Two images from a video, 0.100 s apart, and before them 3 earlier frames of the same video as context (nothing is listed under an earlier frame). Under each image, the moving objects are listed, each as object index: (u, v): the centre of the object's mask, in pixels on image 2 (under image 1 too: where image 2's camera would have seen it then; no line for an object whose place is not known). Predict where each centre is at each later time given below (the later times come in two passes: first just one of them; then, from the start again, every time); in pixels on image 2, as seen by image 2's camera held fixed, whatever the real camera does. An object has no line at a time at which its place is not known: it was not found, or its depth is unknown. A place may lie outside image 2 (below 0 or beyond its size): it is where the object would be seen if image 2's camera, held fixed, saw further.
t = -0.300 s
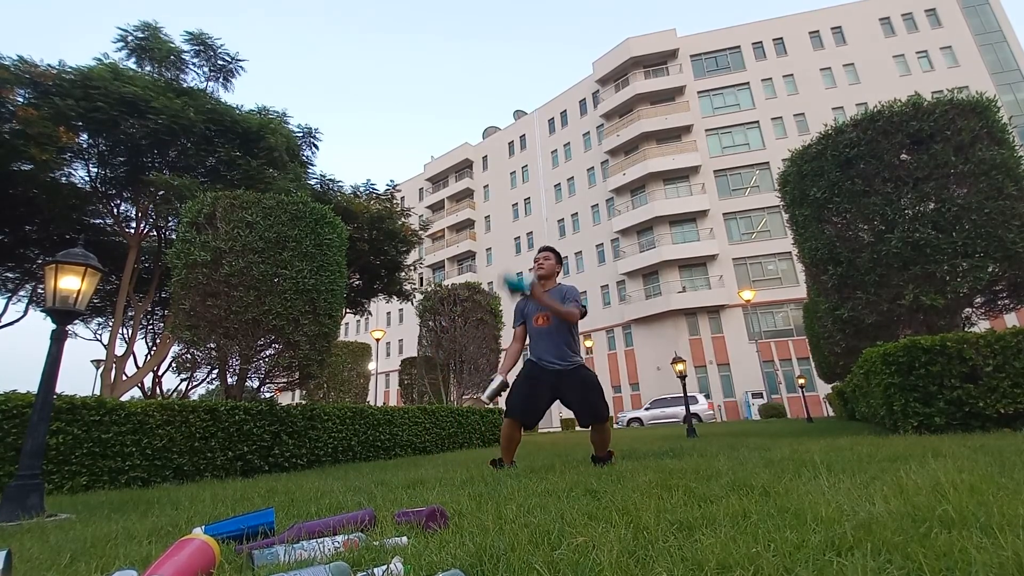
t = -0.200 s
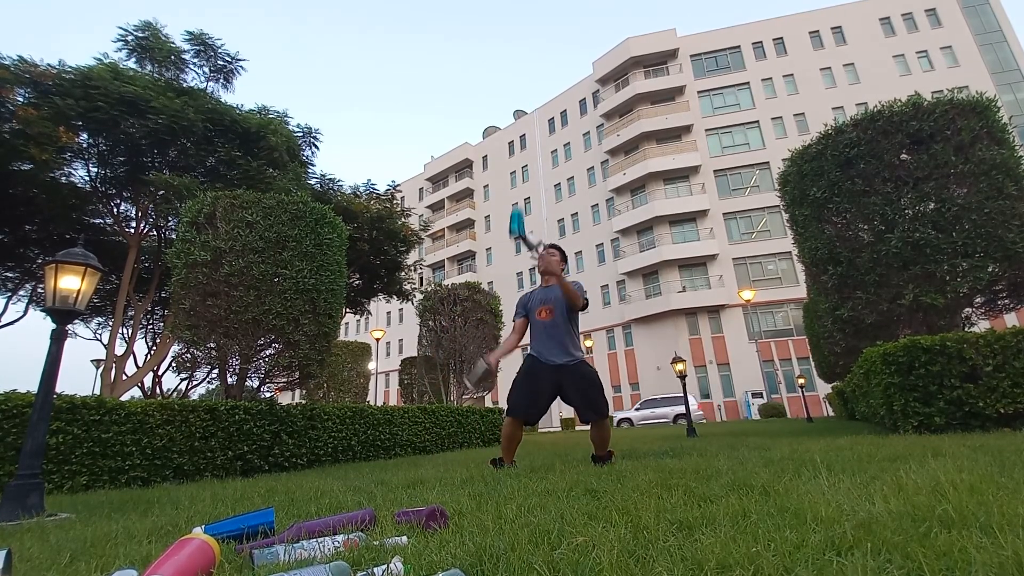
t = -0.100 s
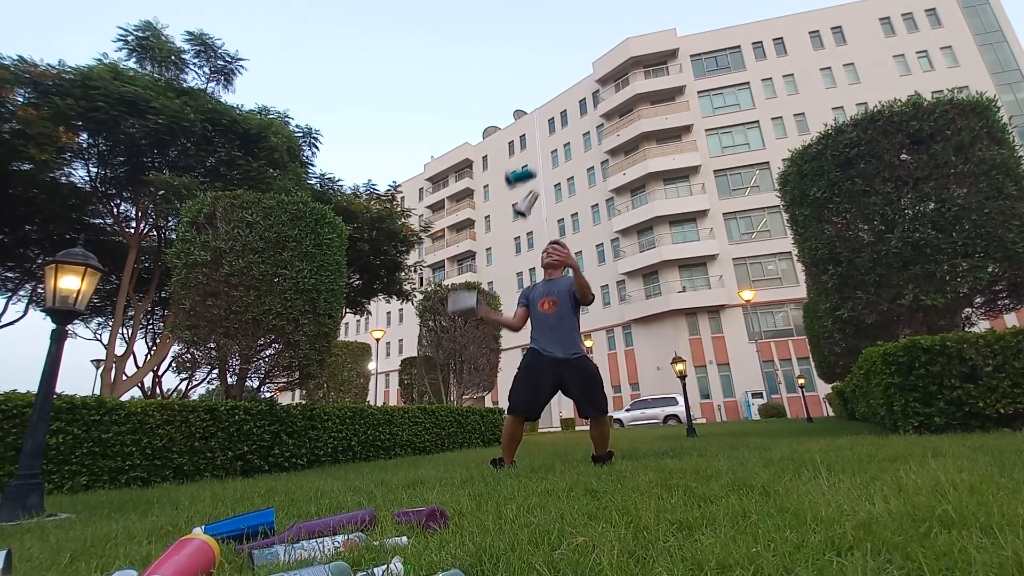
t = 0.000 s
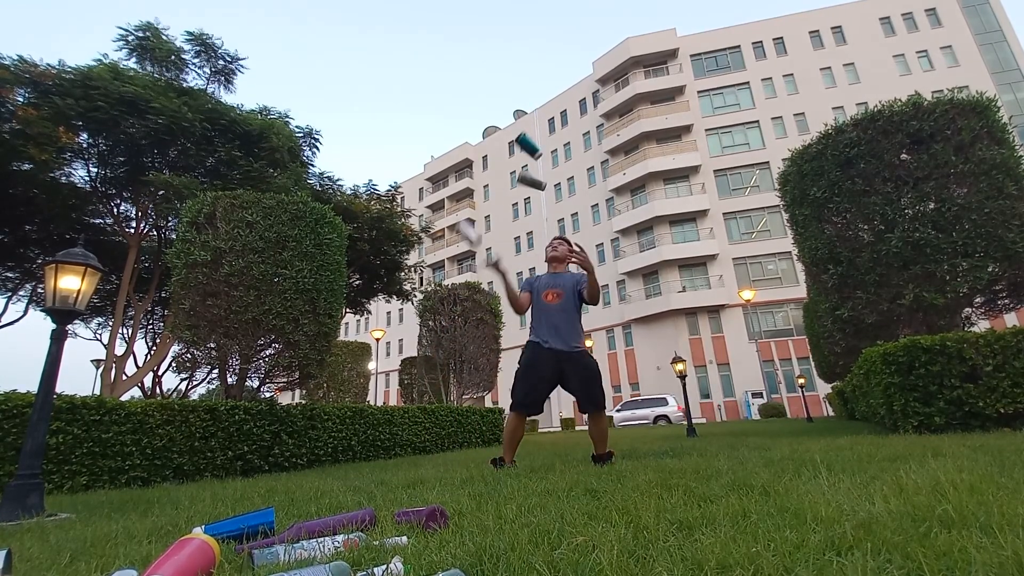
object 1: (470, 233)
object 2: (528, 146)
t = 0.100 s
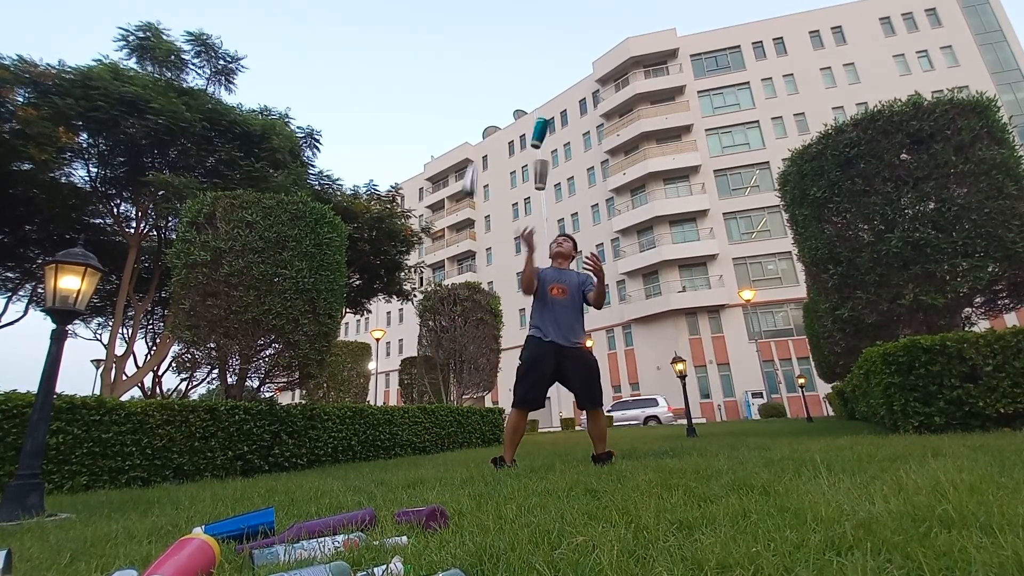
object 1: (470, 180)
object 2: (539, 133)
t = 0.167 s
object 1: (472, 153)
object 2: (547, 133)
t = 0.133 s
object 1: (470, 167)
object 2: (543, 132)
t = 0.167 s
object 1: (472, 153)
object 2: (547, 133)
